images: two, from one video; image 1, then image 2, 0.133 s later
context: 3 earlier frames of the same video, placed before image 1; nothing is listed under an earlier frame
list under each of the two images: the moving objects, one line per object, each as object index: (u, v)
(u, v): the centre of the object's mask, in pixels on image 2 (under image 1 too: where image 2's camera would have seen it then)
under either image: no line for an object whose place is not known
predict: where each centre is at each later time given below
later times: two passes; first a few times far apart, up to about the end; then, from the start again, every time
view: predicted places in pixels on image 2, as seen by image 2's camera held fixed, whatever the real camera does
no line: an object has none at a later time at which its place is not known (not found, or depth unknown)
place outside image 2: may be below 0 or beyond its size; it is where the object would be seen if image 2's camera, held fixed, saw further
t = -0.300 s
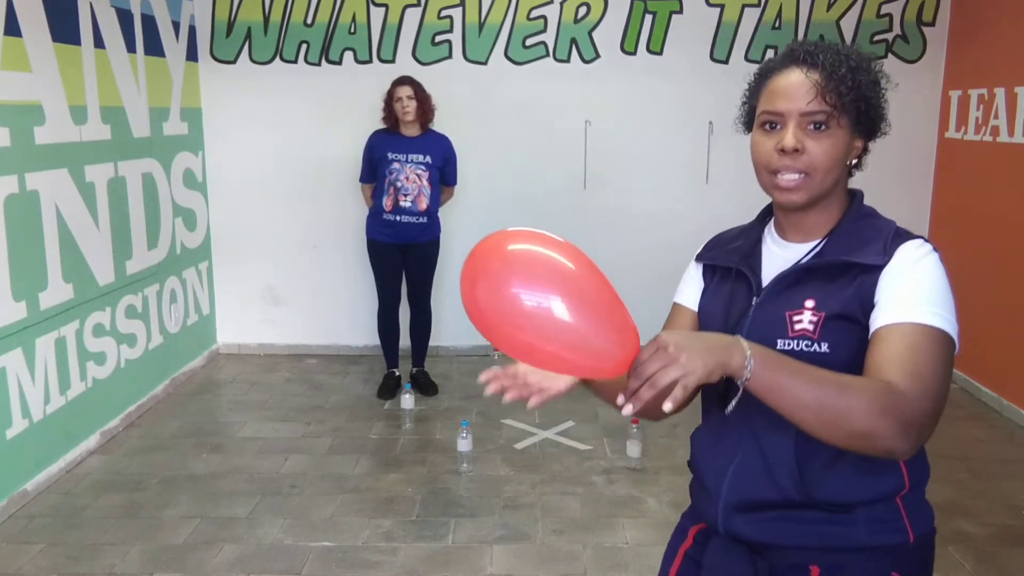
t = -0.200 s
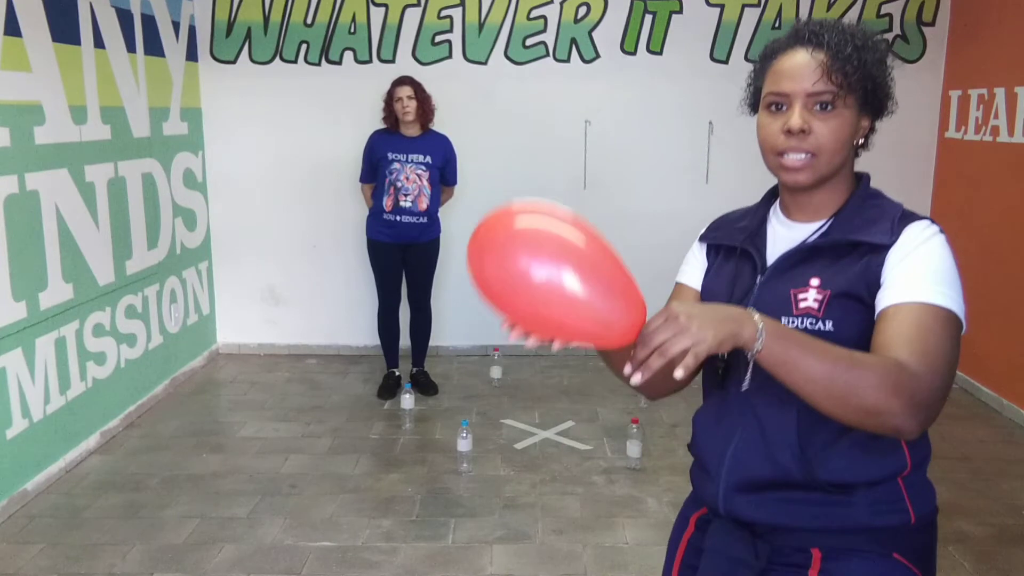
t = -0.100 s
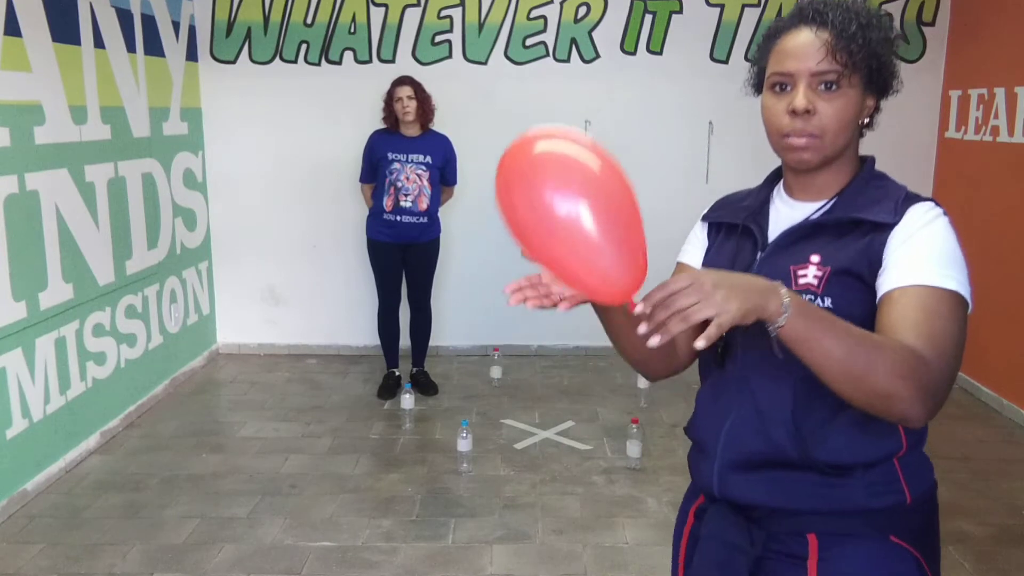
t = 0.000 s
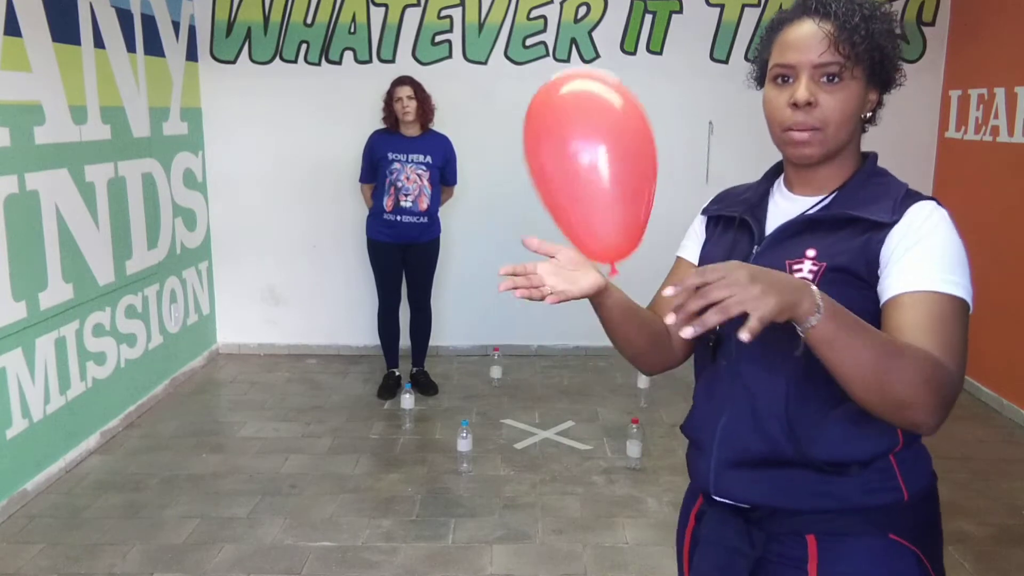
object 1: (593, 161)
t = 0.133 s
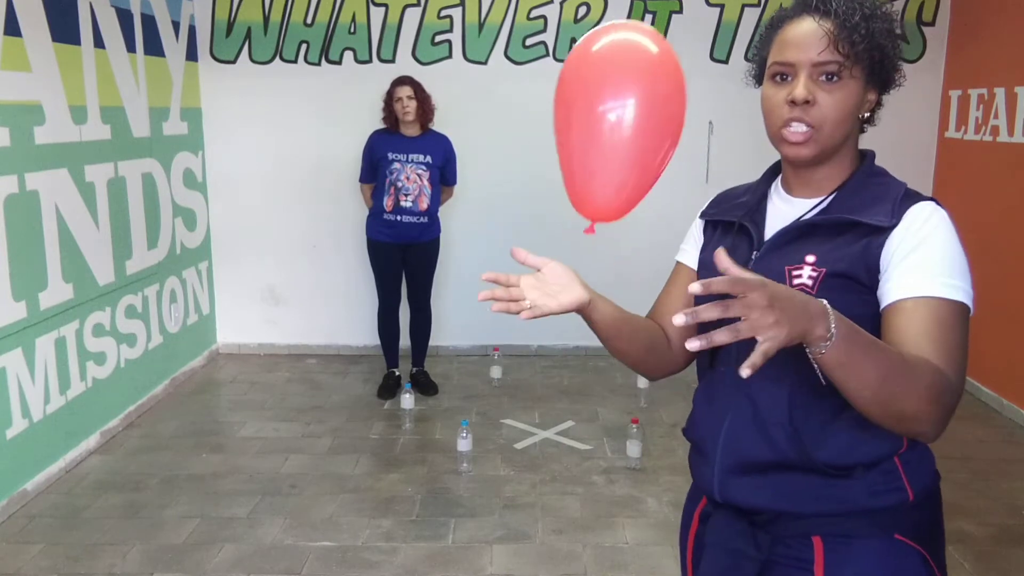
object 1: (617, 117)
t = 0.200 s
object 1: (629, 106)
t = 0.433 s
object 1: (661, 124)
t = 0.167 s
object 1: (623, 111)
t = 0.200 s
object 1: (629, 106)
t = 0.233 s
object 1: (634, 104)
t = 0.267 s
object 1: (640, 104)
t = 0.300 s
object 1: (645, 105)
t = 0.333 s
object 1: (650, 107)
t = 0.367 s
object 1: (654, 110)
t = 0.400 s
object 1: (658, 116)
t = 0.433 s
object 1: (661, 124)
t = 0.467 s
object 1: (665, 133)
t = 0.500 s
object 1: (668, 145)
